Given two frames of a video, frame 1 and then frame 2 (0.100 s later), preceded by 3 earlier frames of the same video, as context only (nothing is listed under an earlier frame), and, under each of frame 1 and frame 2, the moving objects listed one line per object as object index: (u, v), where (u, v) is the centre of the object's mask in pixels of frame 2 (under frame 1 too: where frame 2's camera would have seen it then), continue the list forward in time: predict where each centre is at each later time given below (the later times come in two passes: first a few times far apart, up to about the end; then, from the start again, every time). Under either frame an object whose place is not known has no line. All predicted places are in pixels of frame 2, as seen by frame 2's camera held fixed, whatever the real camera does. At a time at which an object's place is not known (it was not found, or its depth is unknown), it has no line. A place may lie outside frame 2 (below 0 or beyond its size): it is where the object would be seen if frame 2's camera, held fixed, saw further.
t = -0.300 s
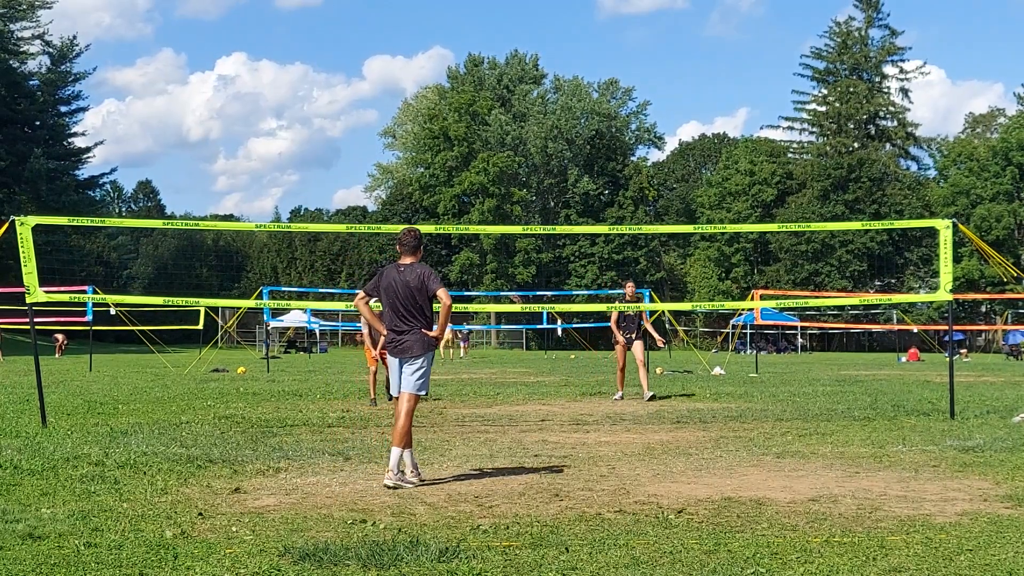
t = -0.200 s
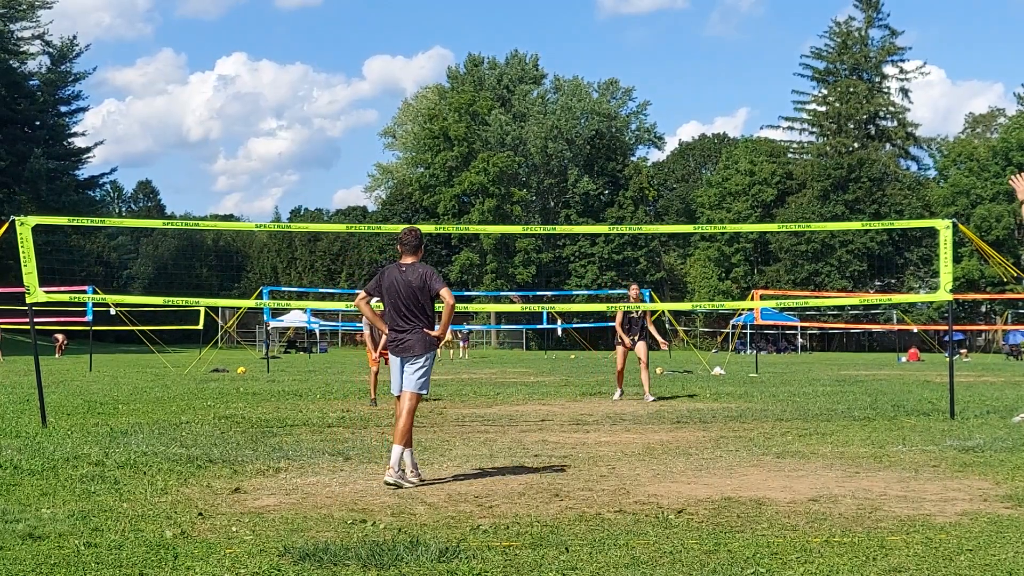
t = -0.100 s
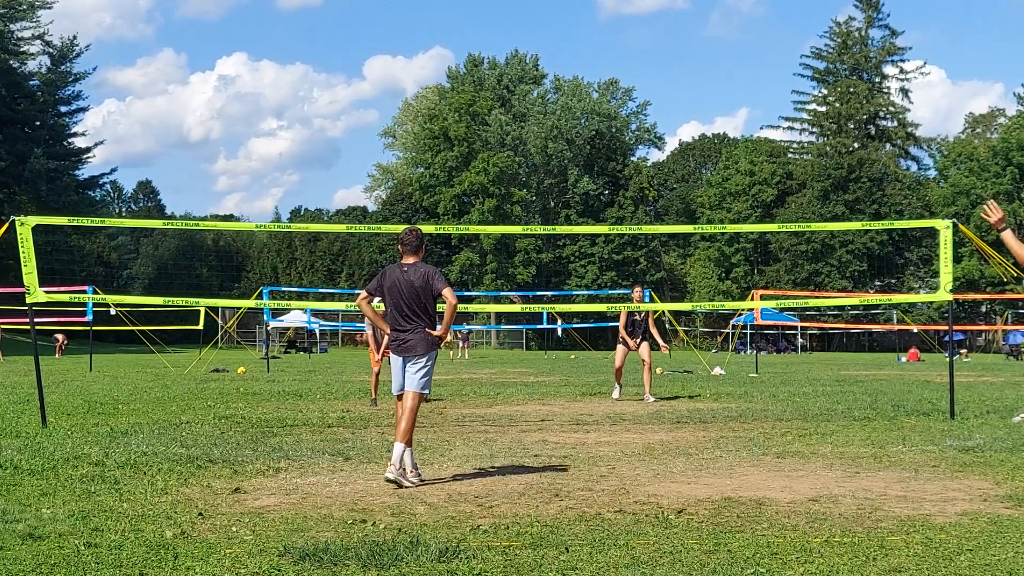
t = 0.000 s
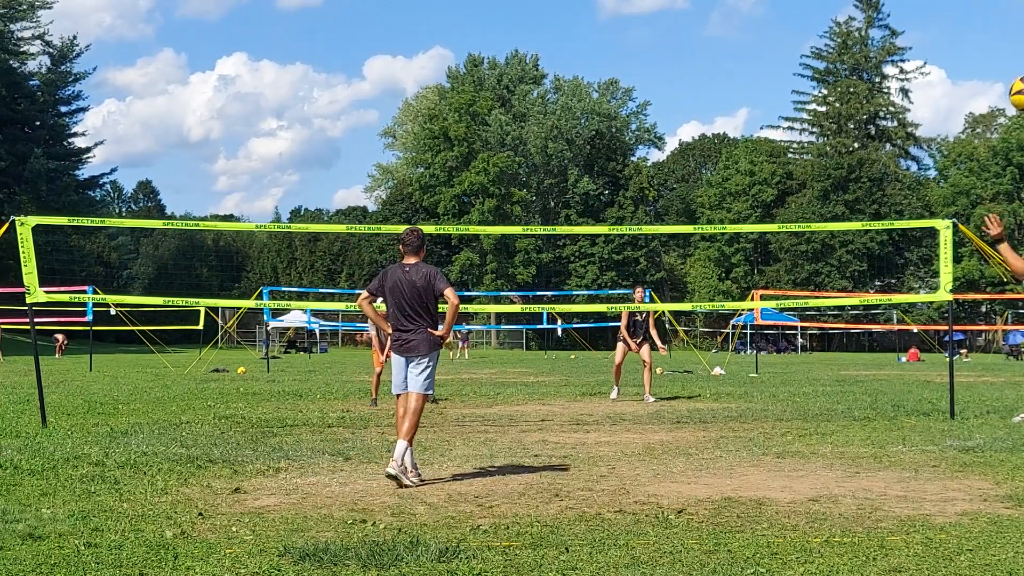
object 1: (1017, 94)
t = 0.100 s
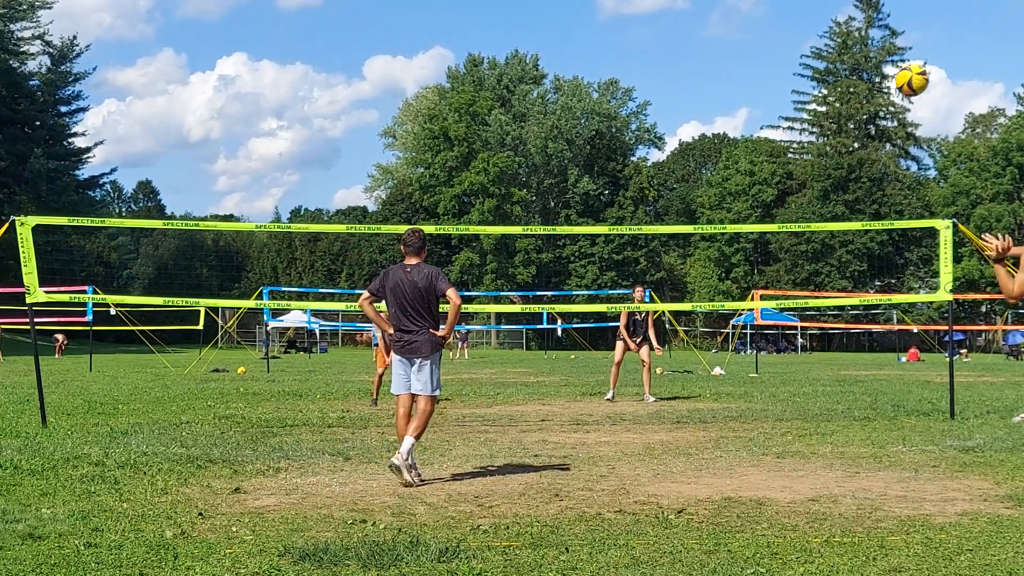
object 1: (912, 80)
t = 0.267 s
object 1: (782, 91)
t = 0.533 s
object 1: (671, 158)
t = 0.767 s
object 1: (621, 247)
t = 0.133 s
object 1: (880, 79)
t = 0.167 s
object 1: (852, 79)
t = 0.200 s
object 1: (826, 82)
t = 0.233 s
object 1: (803, 86)
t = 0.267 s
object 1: (782, 91)
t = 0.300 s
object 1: (762, 97)
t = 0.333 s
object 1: (744, 103)
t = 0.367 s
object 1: (729, 111)
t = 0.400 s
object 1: (715, 119)
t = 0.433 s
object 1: (702, 127)
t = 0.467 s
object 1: (691, 137)
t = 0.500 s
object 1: (680, 146)
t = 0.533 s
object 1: (671, 158)
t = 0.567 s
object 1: (663, 169)
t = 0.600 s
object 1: (655, 182)
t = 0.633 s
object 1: (648, 195)
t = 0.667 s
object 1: (641, 207)
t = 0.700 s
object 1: (634, 219)
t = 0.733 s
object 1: (628, 237)
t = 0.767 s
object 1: (621, 247)
